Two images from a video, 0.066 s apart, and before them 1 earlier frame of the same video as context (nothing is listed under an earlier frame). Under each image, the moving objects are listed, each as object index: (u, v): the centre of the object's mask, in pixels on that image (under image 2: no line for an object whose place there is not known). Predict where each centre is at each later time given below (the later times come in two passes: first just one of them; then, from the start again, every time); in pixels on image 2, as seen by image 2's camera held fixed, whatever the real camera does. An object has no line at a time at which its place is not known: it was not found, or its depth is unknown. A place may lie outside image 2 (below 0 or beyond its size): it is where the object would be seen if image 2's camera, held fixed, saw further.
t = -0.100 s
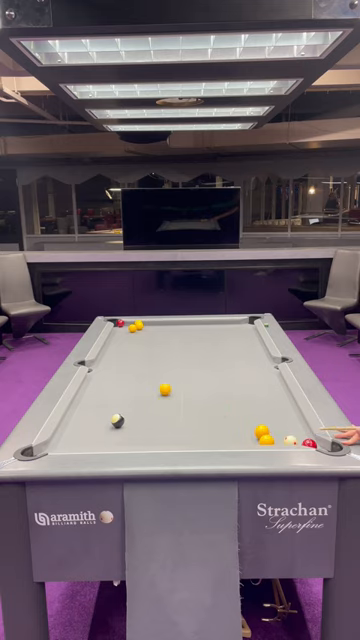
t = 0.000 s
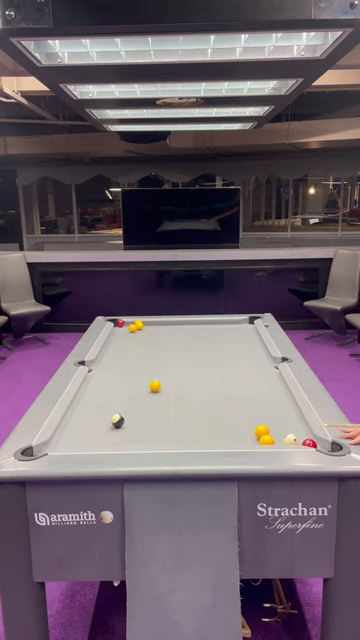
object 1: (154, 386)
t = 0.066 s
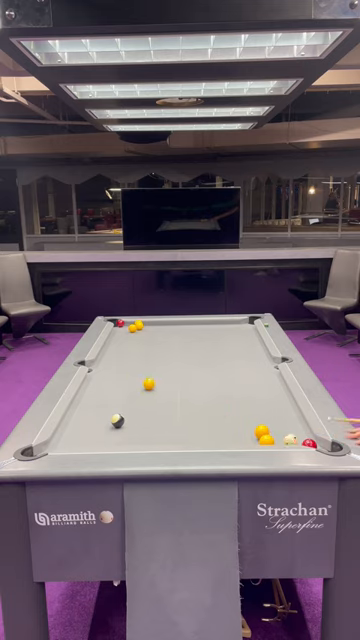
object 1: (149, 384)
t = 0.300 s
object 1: (128, 377)
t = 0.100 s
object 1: (146, 383)
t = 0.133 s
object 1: (143, 382)
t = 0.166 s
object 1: (140, 381)
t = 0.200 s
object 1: (137, 380)
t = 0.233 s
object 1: (134, 379)
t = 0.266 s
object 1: (131, 378)
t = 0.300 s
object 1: (128, 377)
